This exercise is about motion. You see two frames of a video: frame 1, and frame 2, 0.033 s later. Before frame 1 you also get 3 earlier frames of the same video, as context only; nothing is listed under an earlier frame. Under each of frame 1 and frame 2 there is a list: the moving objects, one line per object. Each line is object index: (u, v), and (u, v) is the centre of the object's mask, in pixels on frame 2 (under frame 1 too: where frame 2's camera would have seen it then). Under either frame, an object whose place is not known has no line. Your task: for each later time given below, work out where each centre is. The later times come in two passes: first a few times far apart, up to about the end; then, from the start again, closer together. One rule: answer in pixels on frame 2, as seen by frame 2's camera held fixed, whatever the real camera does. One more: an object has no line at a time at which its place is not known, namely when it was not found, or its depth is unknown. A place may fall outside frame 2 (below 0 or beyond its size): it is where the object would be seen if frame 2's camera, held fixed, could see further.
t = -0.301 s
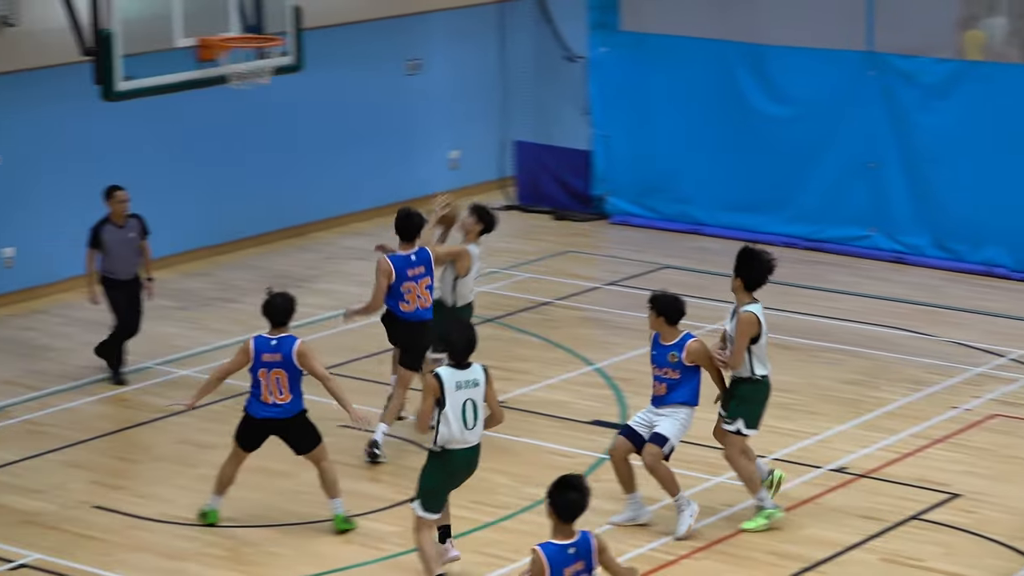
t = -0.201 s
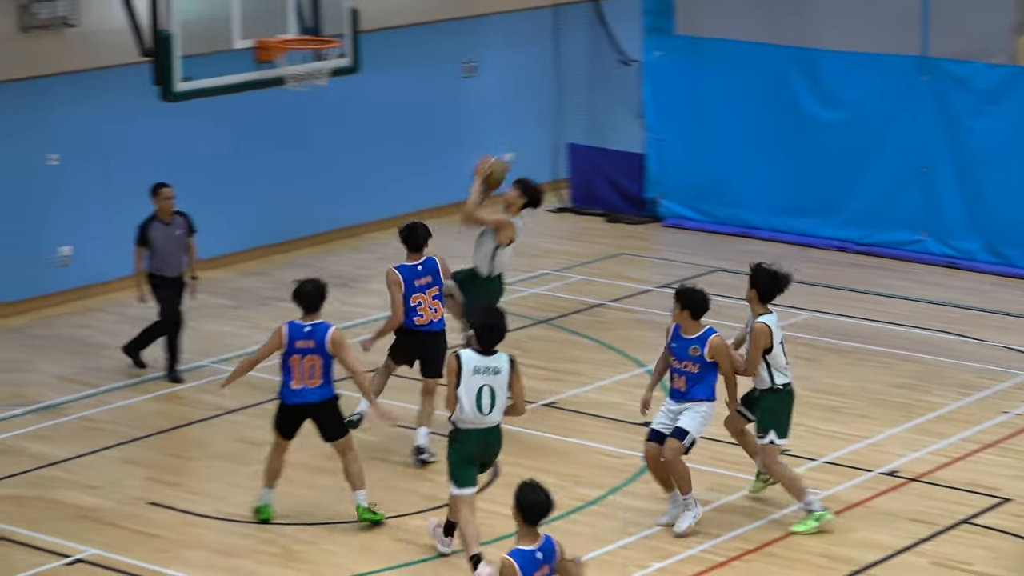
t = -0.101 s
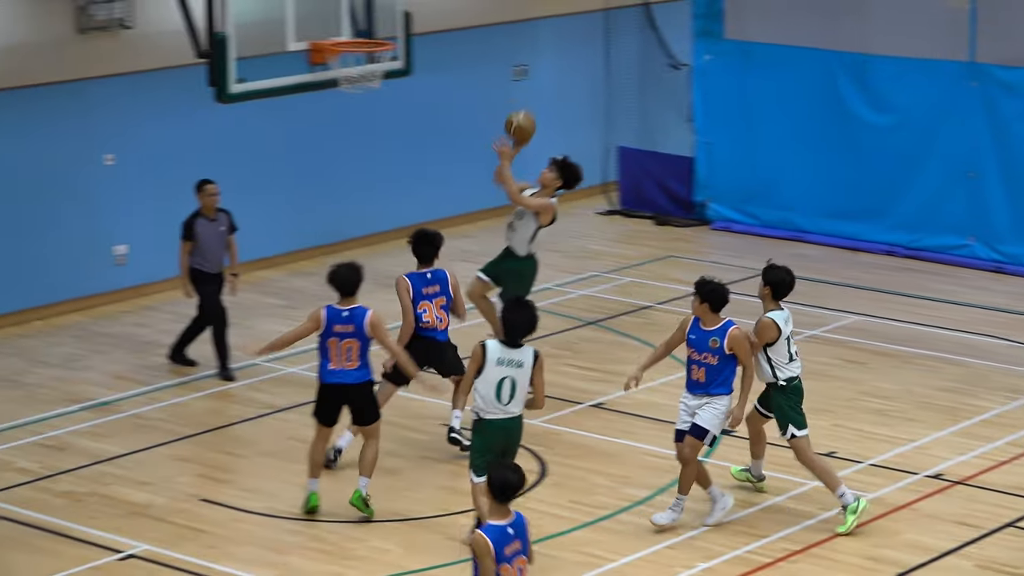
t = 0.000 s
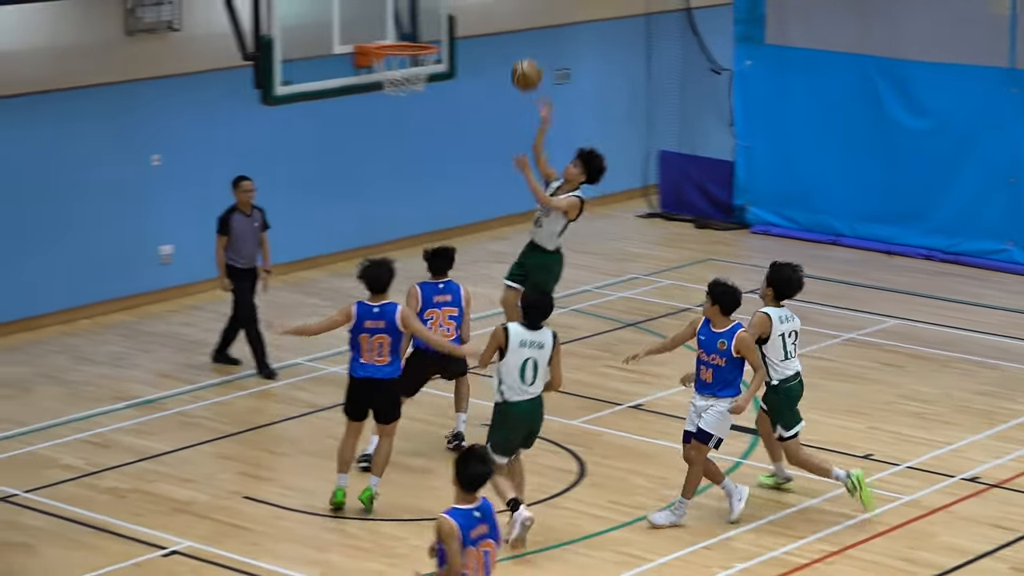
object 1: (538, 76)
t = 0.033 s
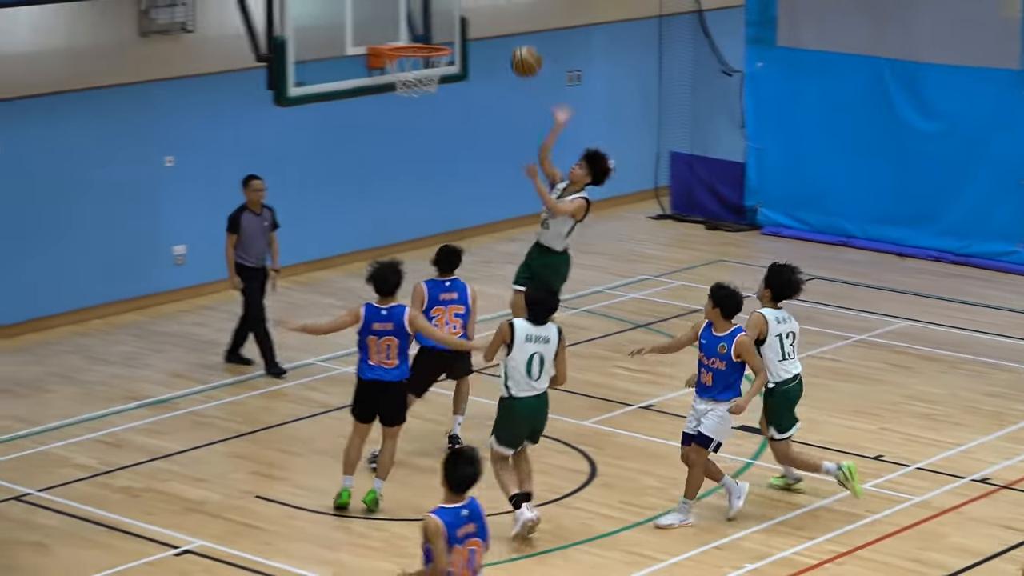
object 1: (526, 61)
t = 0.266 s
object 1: (446, -2)
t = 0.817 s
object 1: (412, 136)
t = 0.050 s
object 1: (519, 54)
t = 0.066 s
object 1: (513, 47)
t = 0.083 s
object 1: (507, 41)
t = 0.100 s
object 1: (500, 36)
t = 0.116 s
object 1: (494, 30)
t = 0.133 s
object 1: (487, 24)
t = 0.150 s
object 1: (481, 19)
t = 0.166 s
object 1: (476, 14)
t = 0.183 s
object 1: (468, 9)
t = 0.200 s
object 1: (462, 5)
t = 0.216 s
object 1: (456, 3)
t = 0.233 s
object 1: (449, 1)
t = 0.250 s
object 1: (447, -1)
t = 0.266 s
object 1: (446, -2)
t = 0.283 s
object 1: (445, -2)
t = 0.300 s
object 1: (444, -3)
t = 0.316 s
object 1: (442, -4)
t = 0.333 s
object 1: (441, -4)
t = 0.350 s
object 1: (440, -4)
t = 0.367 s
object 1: (438, -4)
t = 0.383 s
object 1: (438, -3)
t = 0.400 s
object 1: (437, -2)
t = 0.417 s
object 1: (435, -1)
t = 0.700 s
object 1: (418, 85)
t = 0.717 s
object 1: (418, 99)
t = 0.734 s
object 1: (417, 101)
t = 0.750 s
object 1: (416, 105)
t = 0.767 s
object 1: (414, 112)
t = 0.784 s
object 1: (414, 120)
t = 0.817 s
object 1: (412, 136)
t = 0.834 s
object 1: (411, 144)
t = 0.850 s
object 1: (411, 153)
